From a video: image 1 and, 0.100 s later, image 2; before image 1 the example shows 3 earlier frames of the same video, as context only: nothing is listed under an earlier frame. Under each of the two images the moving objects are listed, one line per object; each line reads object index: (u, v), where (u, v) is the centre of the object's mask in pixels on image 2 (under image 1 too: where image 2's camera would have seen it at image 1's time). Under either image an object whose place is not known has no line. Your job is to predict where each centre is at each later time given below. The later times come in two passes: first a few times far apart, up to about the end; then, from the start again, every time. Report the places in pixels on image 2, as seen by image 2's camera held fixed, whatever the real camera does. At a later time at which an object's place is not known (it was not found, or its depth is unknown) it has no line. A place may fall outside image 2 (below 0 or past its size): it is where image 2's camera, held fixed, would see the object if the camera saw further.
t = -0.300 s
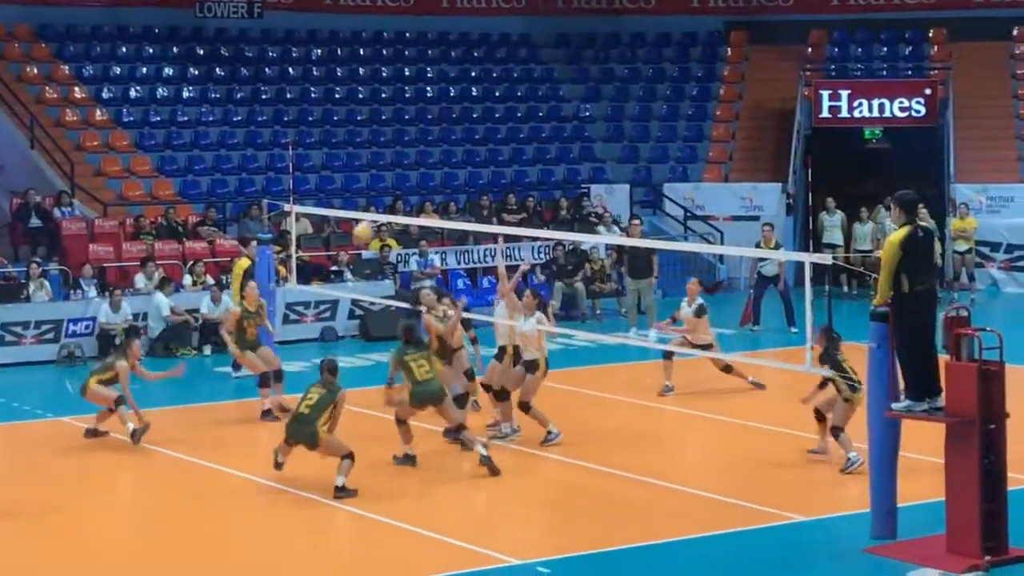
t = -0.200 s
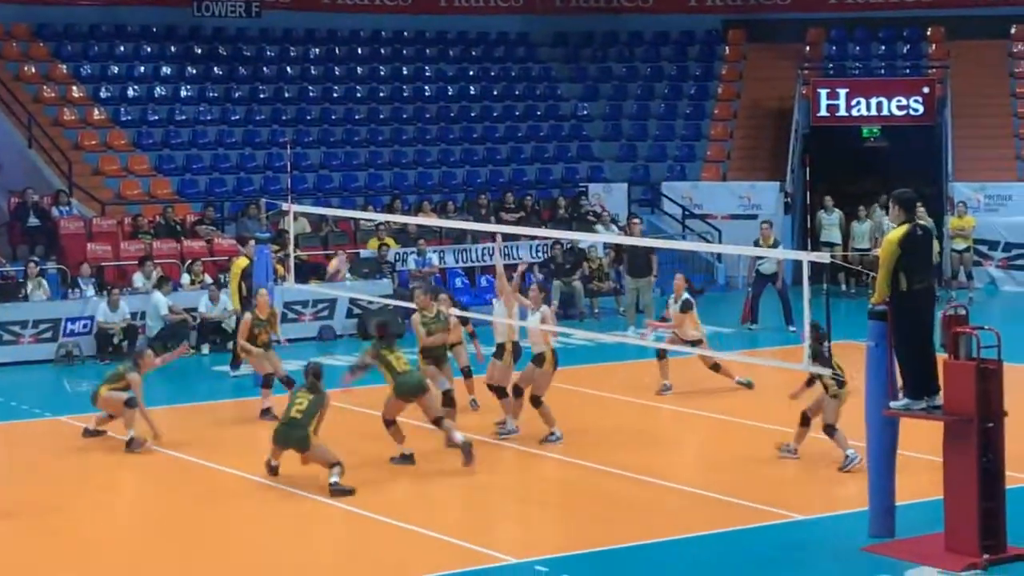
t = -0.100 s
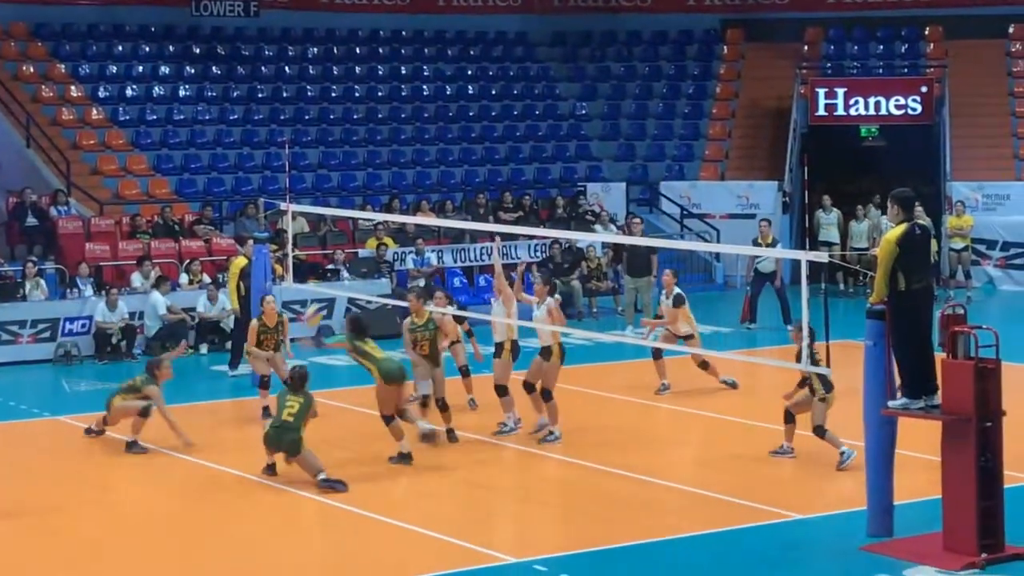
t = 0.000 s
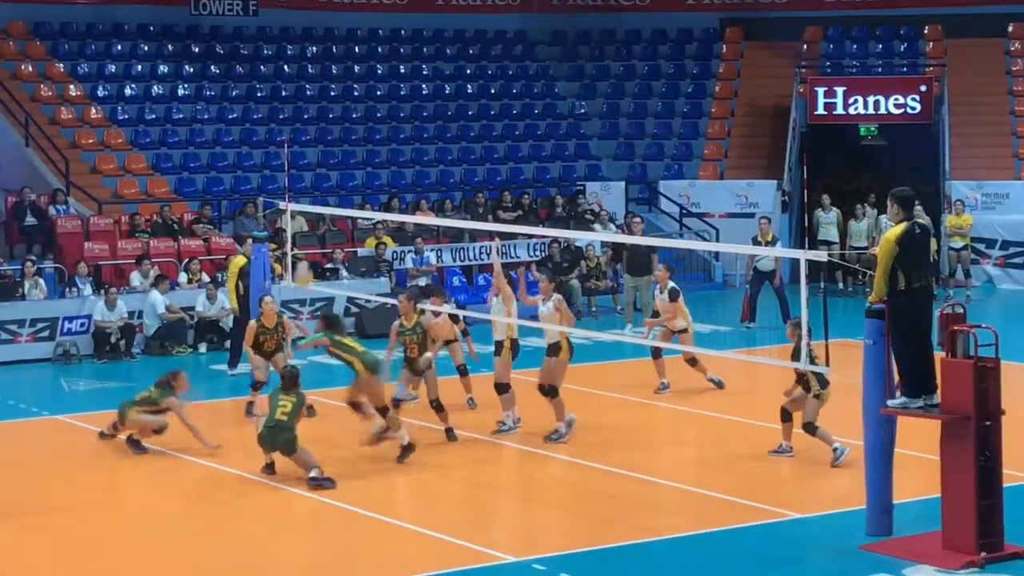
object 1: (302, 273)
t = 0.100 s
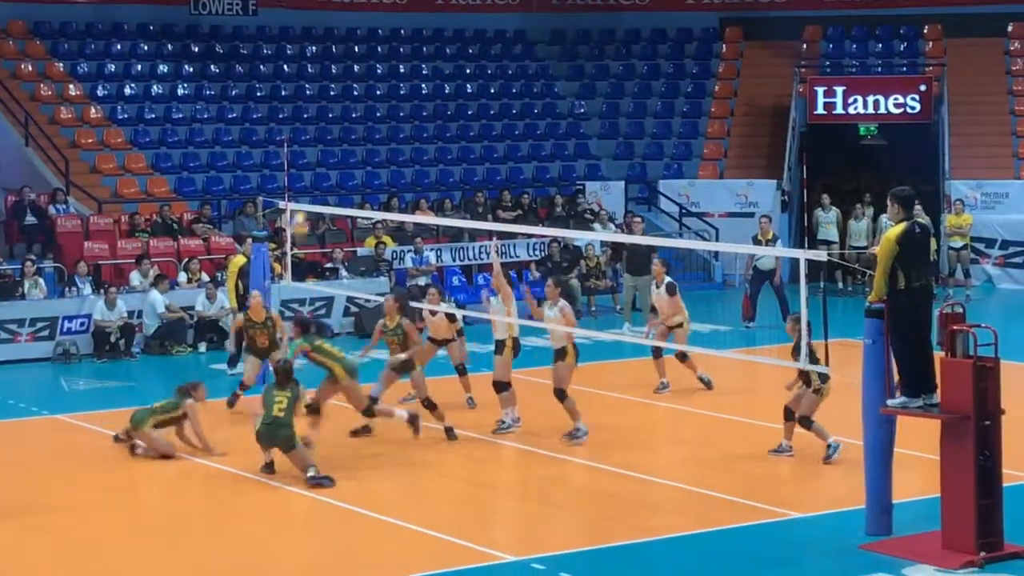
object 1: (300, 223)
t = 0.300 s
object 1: (293, 152)
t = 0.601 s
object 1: (286, 117)
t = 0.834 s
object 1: (282, 152)
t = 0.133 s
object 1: (298, 207)
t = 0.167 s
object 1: (297, 193)
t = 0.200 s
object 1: (296, 182)
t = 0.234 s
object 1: (295, 172)
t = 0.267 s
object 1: (294, 160)
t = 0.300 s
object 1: (293, 152)
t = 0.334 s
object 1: (292, 144)
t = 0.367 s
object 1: (291, 136)
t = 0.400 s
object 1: (291, 131)
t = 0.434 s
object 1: (290, 126)
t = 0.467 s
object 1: (289, 121)
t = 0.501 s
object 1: (288, 119)
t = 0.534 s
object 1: (288, 117)
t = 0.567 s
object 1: (287, 117)
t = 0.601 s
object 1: (286, 117)
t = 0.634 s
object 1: (285, 119)
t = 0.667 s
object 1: (285, 122)
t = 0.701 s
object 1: (284, 126)
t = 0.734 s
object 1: (284, 131)
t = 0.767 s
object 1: (283, 136)
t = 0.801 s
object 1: (283, 144)
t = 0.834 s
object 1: (282, 152)
